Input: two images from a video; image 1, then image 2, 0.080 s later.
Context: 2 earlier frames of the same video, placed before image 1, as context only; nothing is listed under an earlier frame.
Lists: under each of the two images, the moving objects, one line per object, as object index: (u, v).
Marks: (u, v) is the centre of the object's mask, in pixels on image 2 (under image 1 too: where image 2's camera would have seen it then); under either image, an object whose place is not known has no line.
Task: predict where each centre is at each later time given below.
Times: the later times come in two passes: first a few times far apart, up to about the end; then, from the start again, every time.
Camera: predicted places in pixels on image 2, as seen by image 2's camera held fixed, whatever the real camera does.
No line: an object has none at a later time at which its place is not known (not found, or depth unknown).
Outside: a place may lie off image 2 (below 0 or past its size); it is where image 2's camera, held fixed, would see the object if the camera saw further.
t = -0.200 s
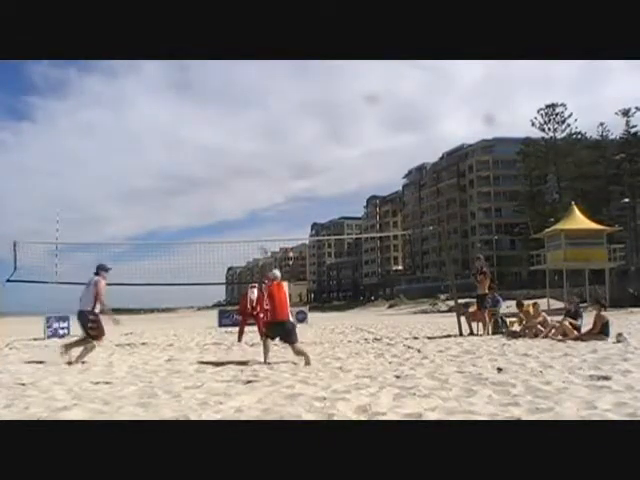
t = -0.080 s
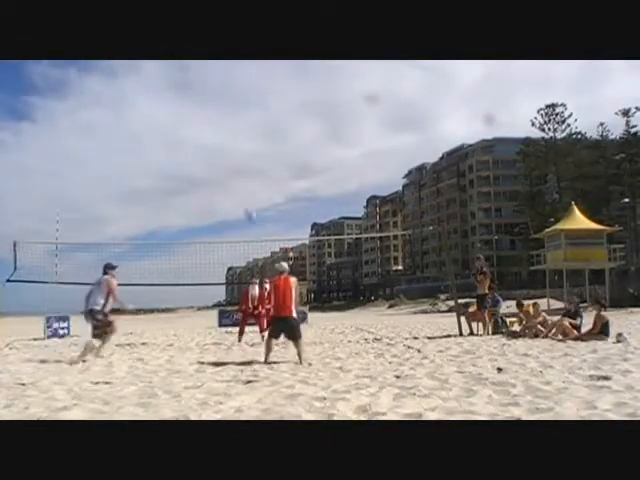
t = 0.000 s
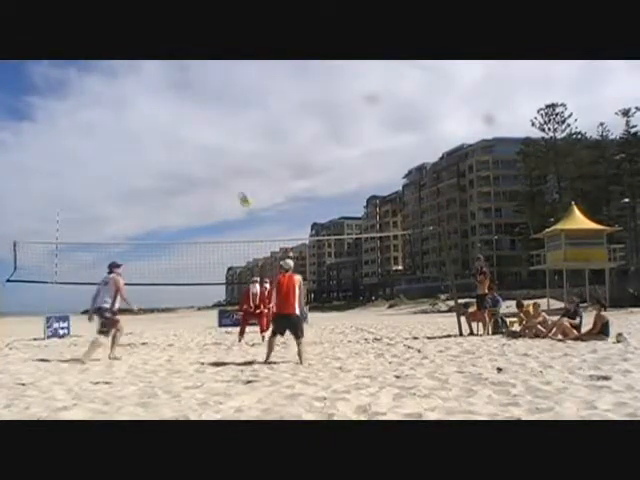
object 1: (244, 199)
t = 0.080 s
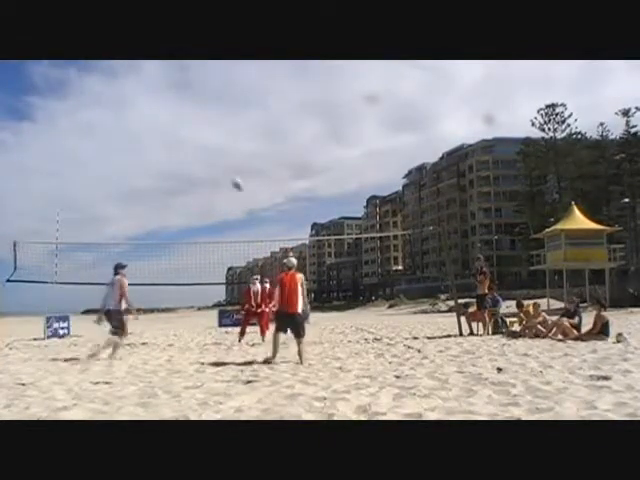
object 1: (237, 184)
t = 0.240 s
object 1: (223, 169)
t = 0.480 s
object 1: (205, 167)
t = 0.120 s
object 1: (233, 179)
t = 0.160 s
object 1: (230, 174)
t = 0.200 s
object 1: (226, 172)
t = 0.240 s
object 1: (223, 169)
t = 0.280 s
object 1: (219, 166)
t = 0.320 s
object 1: (216, 165)
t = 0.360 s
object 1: (212, 165)
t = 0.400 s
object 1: (209, 166)
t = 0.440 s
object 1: (207, 167)
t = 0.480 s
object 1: (205, 167)
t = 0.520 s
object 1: (202, 171)
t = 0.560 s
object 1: (199, 175)
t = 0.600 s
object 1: (196, 179)
